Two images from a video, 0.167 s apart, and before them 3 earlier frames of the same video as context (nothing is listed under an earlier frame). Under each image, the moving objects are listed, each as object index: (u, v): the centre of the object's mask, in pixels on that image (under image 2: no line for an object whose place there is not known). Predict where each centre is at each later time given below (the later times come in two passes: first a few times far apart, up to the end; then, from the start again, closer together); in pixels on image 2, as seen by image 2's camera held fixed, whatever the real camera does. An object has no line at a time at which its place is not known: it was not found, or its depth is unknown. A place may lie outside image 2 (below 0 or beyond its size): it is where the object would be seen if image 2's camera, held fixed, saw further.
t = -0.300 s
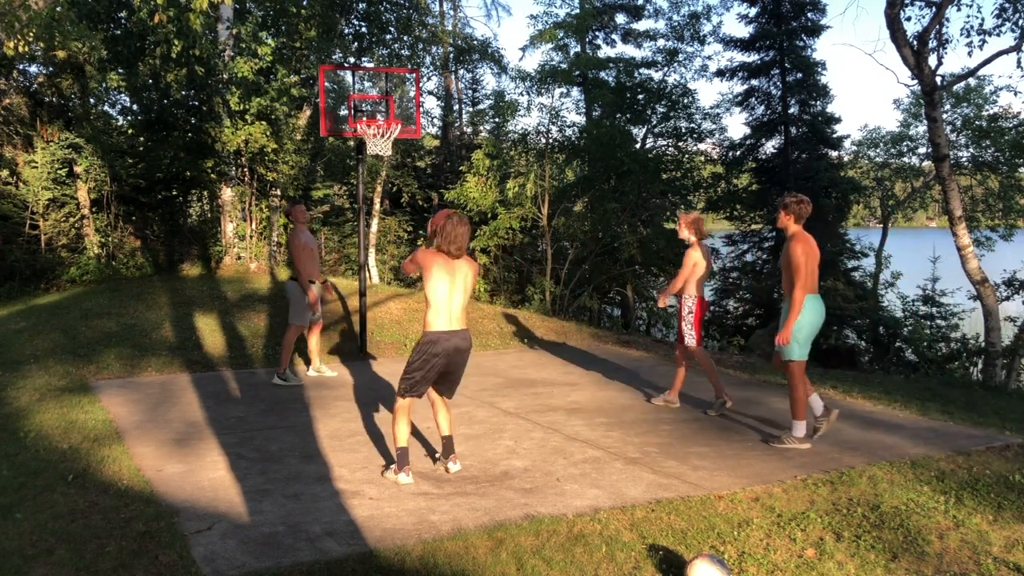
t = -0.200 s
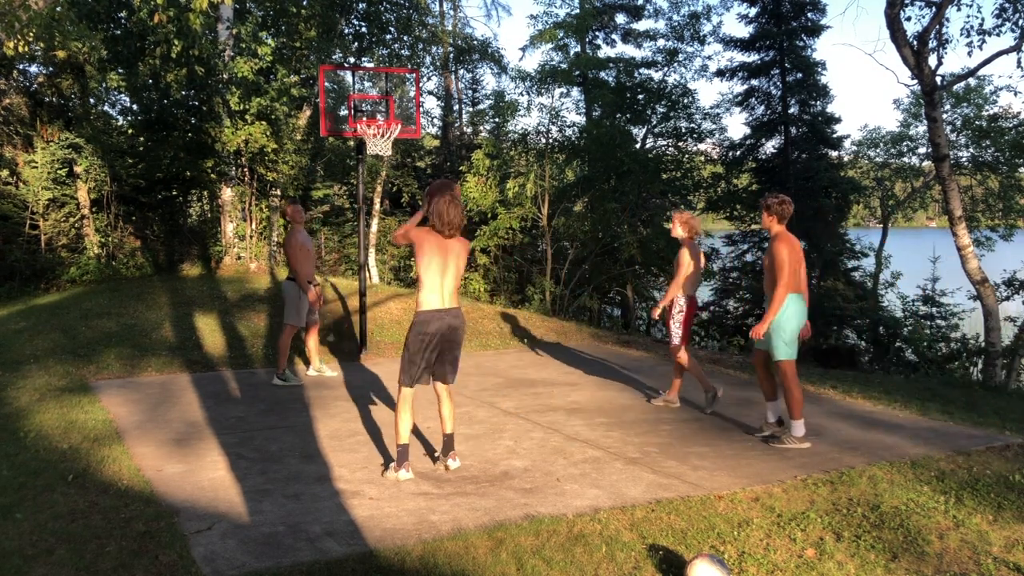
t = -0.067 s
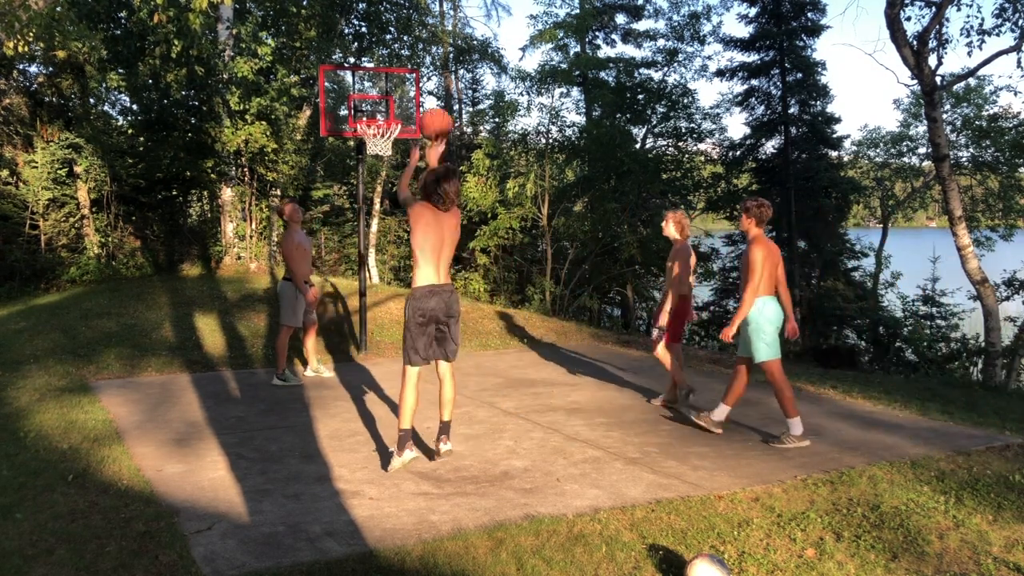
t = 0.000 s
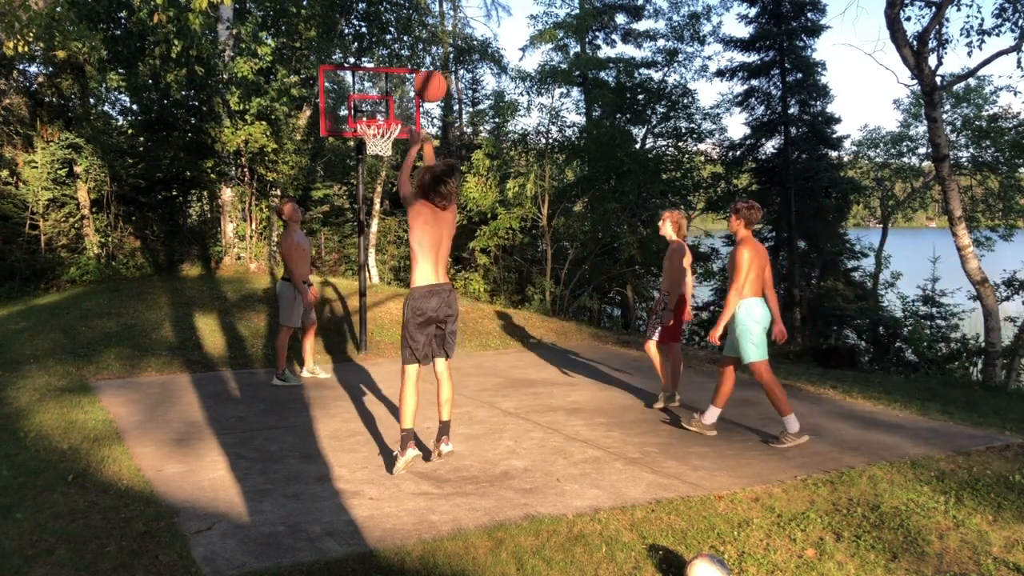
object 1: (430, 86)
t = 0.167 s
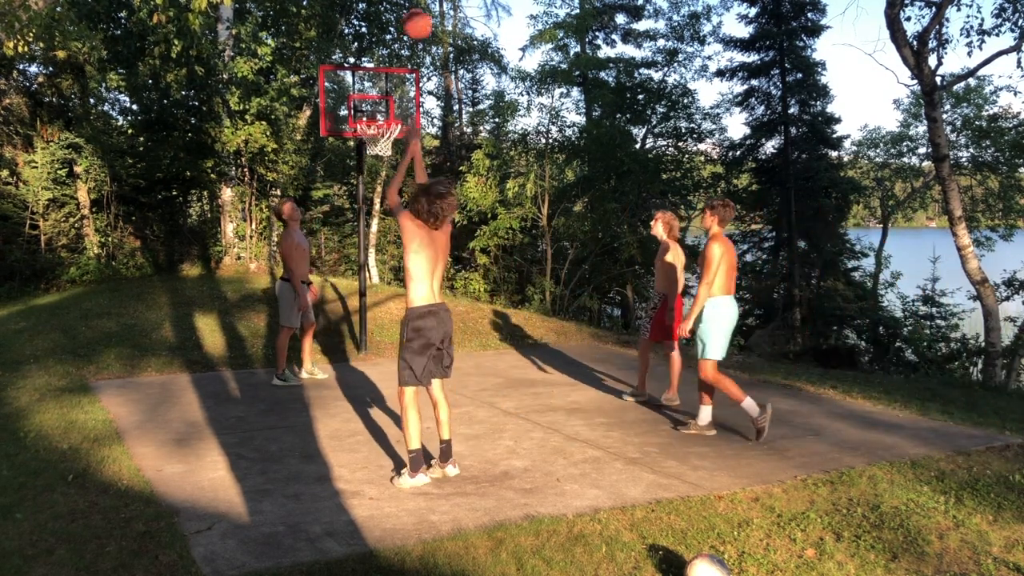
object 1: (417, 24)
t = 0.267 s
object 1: (411, 10)
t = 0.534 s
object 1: (396, 22)
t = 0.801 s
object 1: (386, 102)
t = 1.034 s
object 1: (378, 153)
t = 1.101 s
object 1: (374, 165)
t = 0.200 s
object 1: (414, 17)
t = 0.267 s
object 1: (411, 10)
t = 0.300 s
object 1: (409, 8)
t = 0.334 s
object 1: (407, 8)
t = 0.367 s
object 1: (405, 8)
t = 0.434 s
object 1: (401, 10)
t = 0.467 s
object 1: (399, 12)
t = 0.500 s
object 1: (397, 16)
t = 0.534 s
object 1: (396, 22)
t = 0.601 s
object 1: (393, 37)
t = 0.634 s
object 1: (392, 45)
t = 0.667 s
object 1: (390, 55)
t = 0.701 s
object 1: (388, 66)
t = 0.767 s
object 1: (387, 90)
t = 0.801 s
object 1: (386, 102)
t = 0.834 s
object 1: (384, 114)
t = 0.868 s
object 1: (385, 133)
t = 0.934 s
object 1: (383, 144)
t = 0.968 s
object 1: (381, 146)
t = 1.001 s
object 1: (380, 150)
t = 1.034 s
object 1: (378, 153)
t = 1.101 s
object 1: (374, 165)
